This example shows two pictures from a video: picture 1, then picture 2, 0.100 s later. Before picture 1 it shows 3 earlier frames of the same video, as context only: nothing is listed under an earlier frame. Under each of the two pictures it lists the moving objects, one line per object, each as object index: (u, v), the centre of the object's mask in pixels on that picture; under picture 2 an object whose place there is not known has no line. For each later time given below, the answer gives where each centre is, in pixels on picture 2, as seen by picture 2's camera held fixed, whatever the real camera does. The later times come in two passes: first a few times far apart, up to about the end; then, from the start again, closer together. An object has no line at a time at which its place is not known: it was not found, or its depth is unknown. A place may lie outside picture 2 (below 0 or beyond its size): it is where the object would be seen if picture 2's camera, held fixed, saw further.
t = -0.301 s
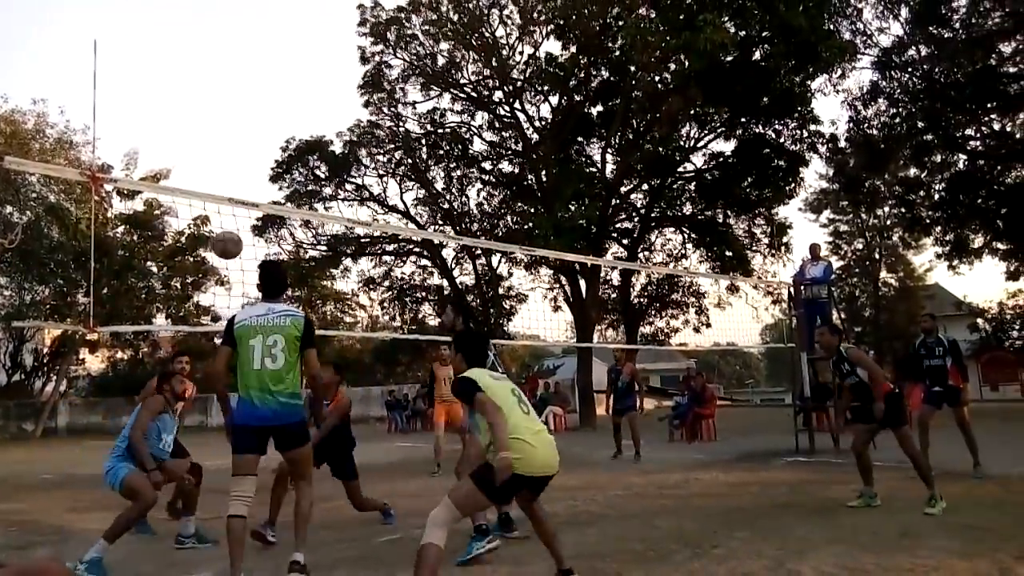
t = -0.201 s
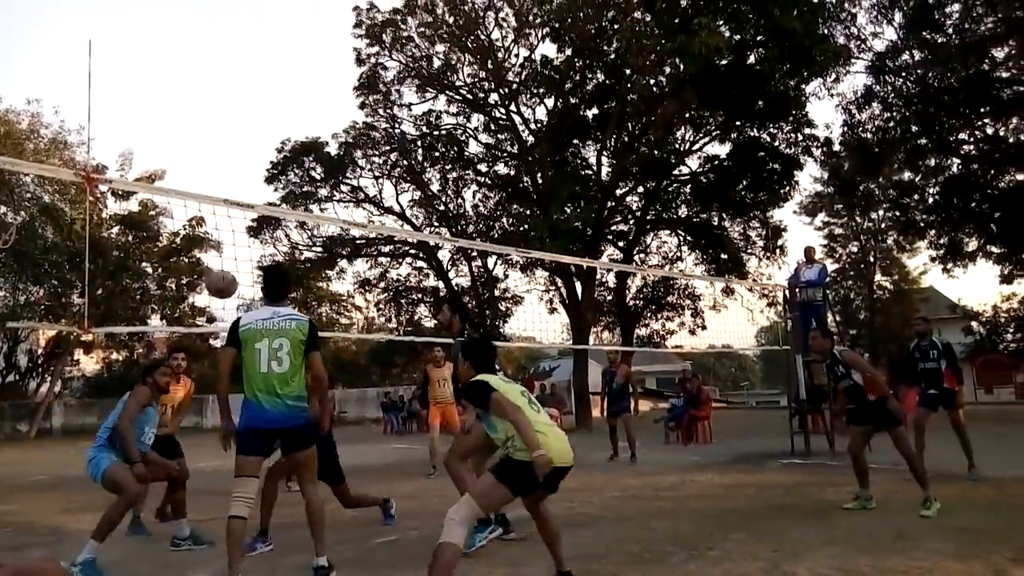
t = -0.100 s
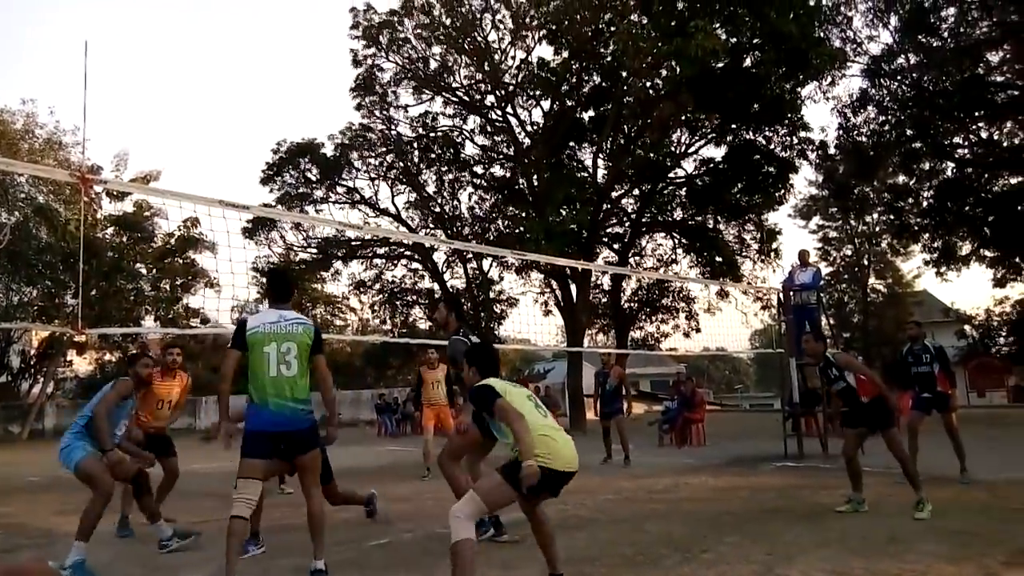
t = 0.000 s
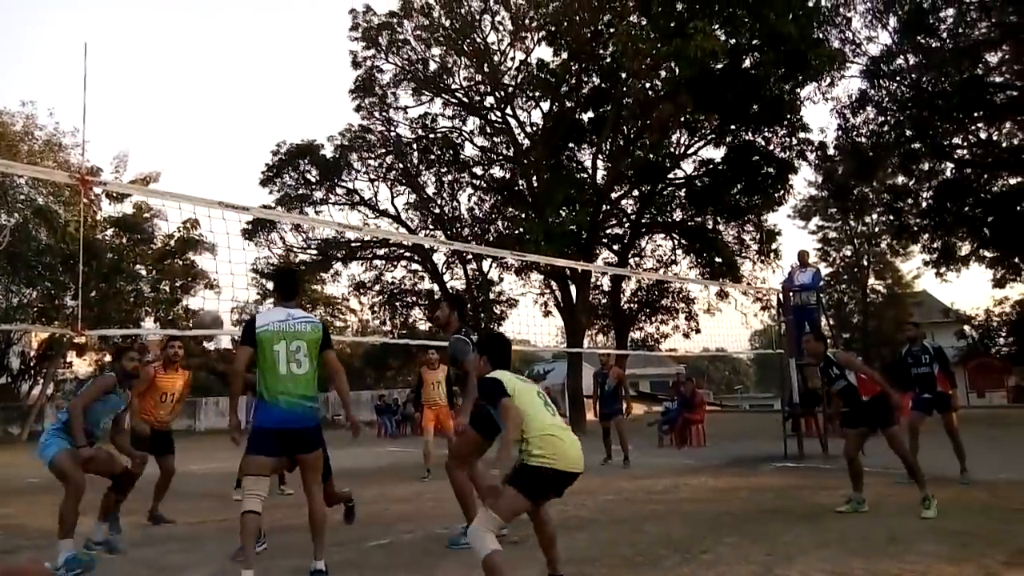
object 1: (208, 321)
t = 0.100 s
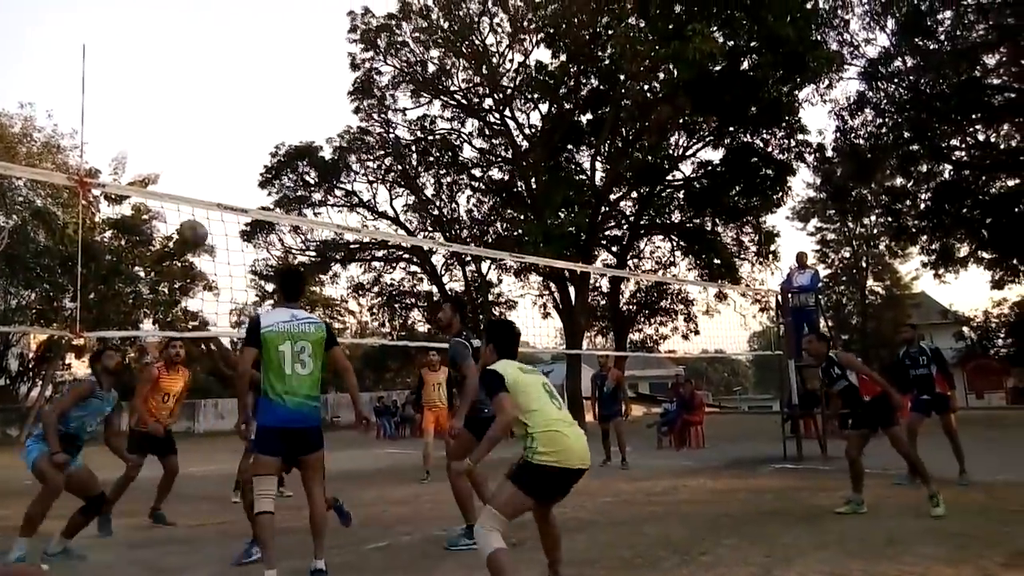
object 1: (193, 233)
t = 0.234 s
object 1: (177, 144)
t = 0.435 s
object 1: (155, 63)
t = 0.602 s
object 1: (139, 48)
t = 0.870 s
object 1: (123, 54)
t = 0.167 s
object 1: (185, 184)
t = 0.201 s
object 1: (181, 164)
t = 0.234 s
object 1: (177, 144)
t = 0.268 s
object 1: (173, 127)
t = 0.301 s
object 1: (170, 111)
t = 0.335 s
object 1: (166, 96)
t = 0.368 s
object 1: (162, 83)
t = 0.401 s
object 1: (159, 72)
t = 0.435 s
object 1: (155, 63)
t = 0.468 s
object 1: (151, 54)
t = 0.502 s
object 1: (147, 49)
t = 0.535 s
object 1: (145, 47)
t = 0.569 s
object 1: (142, 46)
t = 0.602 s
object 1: (139, 48)
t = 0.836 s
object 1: (127, 51)
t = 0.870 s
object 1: (123, 54)
